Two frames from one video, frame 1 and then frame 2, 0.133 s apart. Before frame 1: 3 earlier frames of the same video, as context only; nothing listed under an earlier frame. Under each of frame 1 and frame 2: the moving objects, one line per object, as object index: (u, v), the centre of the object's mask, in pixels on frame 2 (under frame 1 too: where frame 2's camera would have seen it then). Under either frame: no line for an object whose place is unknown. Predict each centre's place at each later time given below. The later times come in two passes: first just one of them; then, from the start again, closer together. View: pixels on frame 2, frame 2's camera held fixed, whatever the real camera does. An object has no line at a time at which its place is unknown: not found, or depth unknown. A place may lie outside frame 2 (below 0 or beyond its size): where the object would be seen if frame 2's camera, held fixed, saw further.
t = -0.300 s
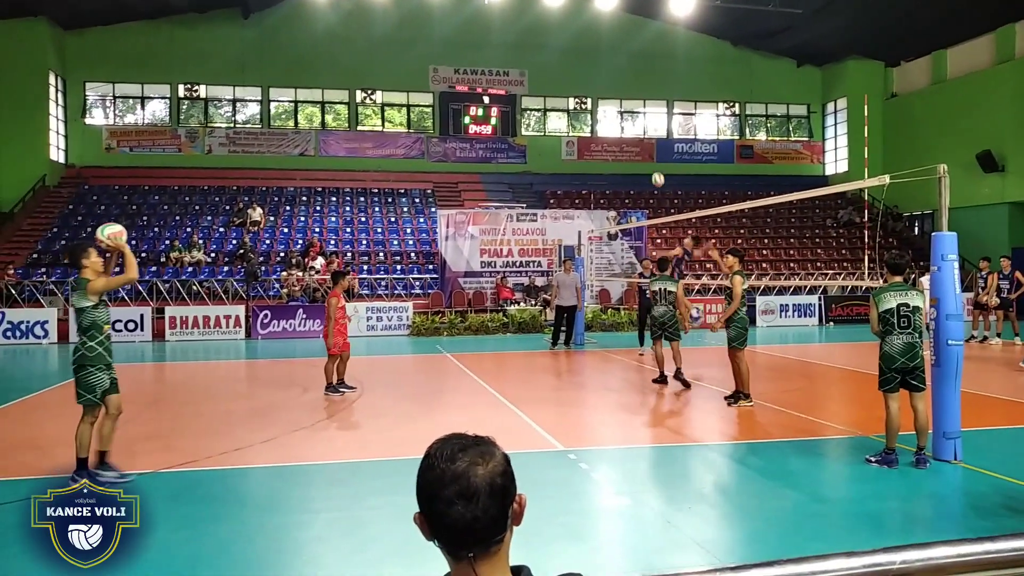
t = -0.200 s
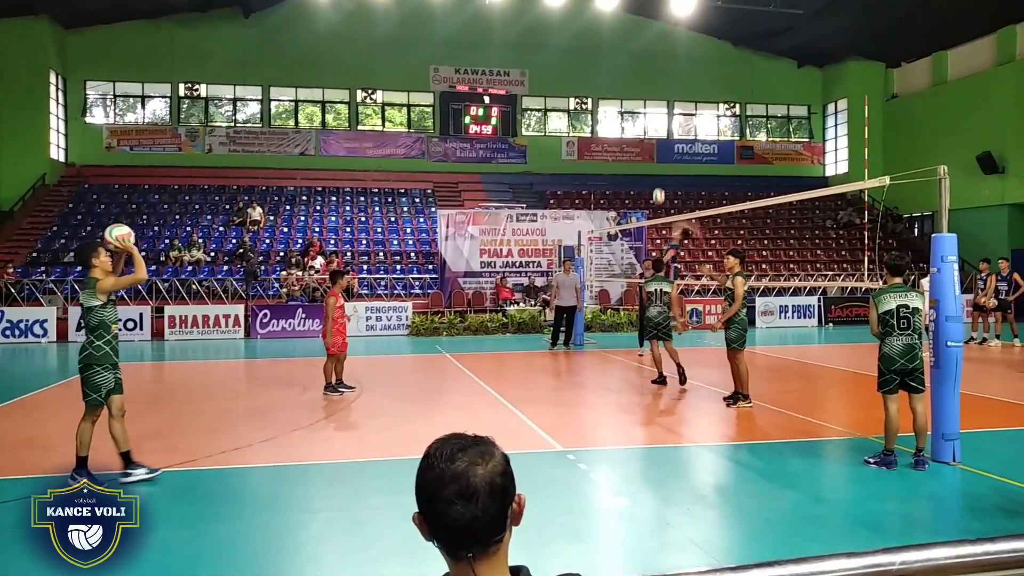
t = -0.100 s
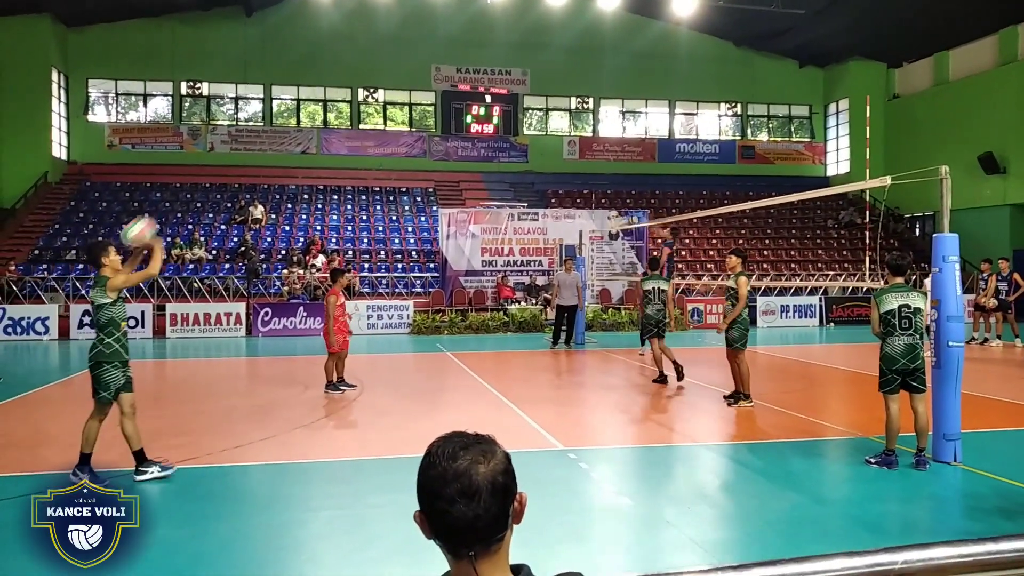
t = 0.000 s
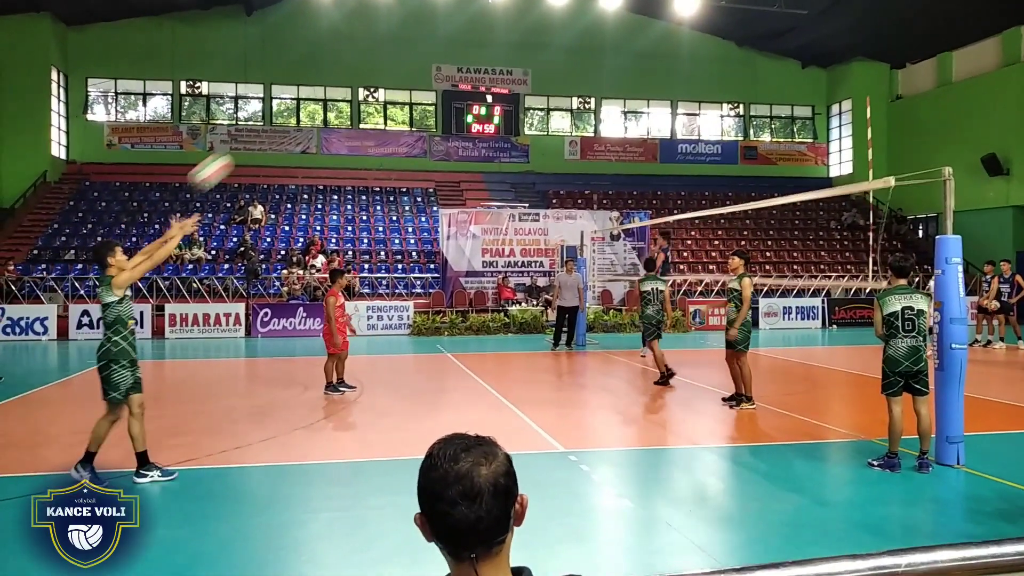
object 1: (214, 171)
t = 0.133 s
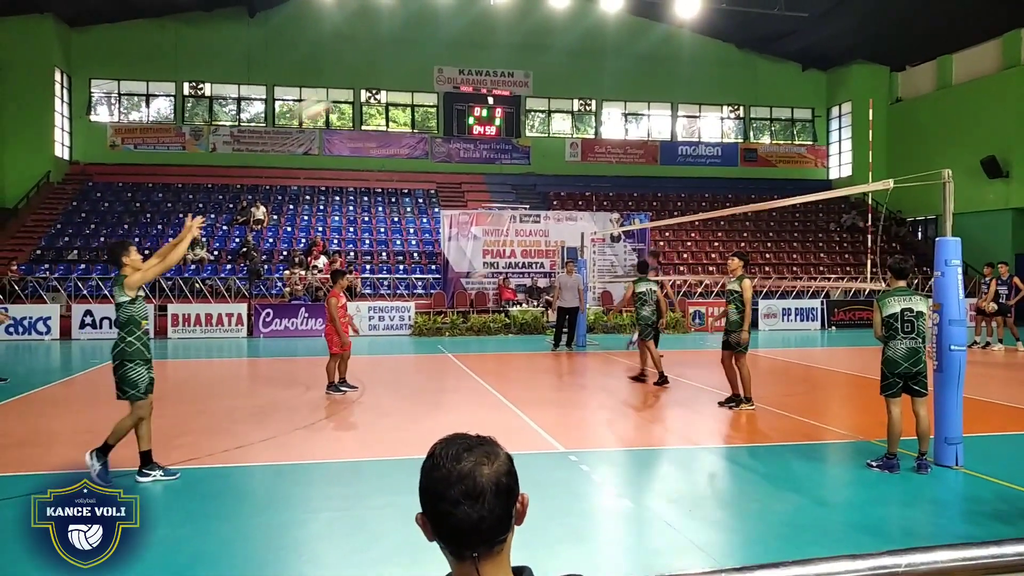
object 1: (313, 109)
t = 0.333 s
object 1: (437, 65)
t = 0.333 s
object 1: (437, 65)
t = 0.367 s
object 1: (455, 62)
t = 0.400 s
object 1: (474, 61)
